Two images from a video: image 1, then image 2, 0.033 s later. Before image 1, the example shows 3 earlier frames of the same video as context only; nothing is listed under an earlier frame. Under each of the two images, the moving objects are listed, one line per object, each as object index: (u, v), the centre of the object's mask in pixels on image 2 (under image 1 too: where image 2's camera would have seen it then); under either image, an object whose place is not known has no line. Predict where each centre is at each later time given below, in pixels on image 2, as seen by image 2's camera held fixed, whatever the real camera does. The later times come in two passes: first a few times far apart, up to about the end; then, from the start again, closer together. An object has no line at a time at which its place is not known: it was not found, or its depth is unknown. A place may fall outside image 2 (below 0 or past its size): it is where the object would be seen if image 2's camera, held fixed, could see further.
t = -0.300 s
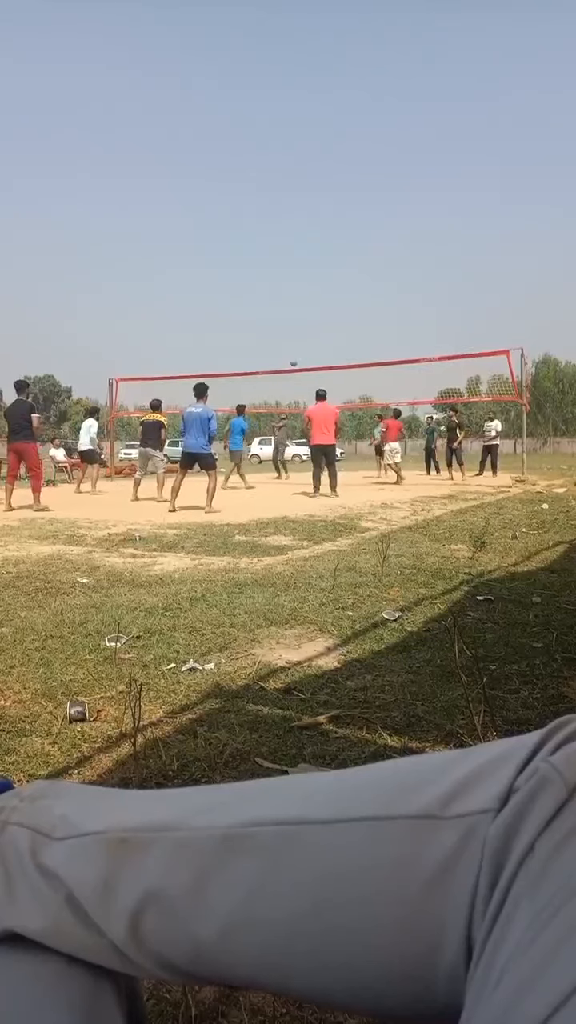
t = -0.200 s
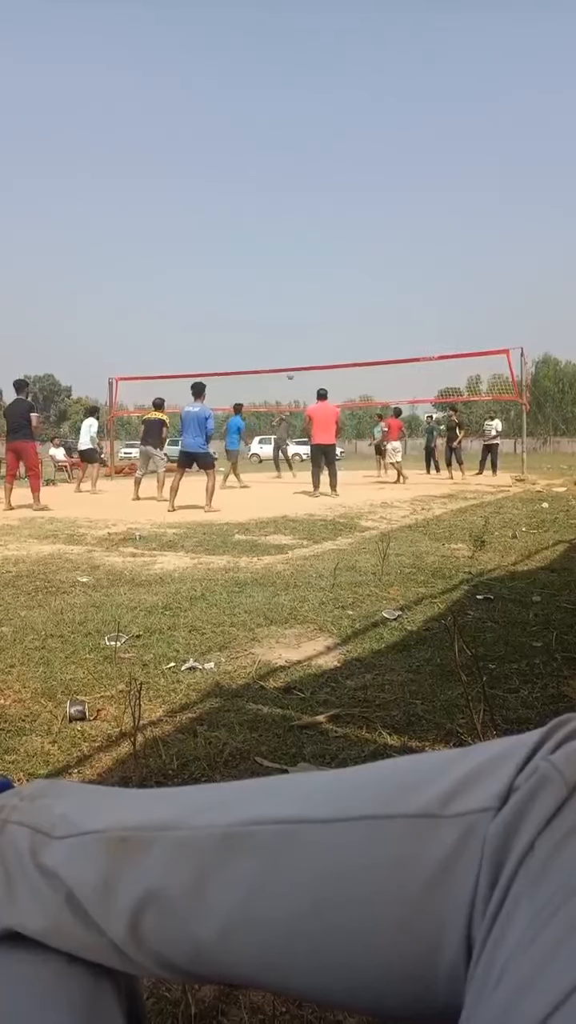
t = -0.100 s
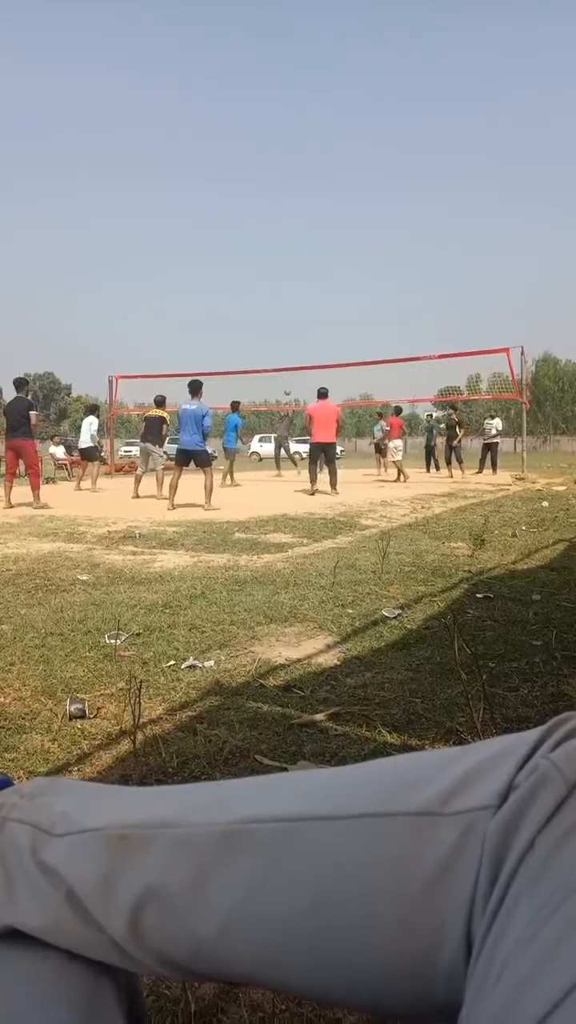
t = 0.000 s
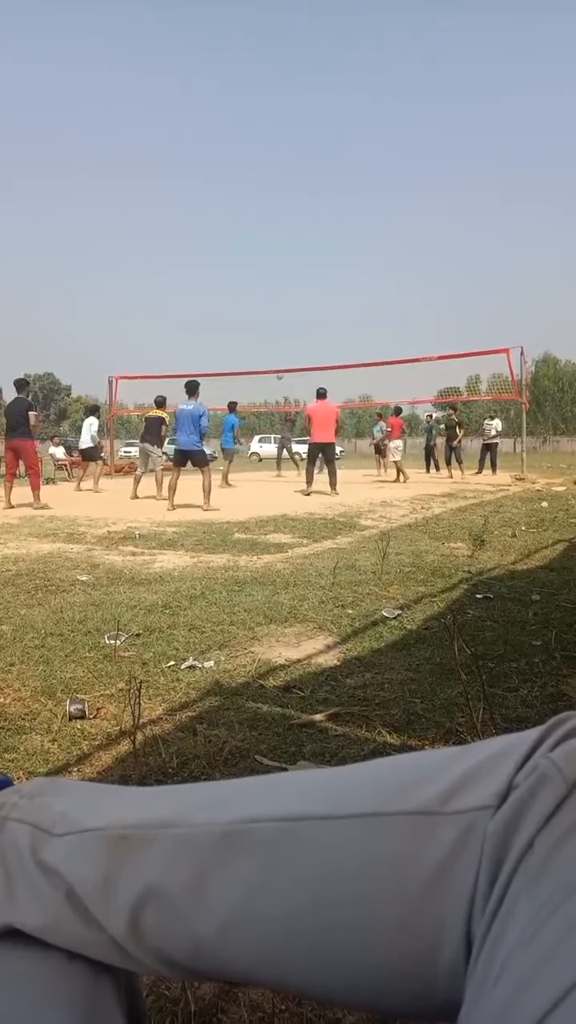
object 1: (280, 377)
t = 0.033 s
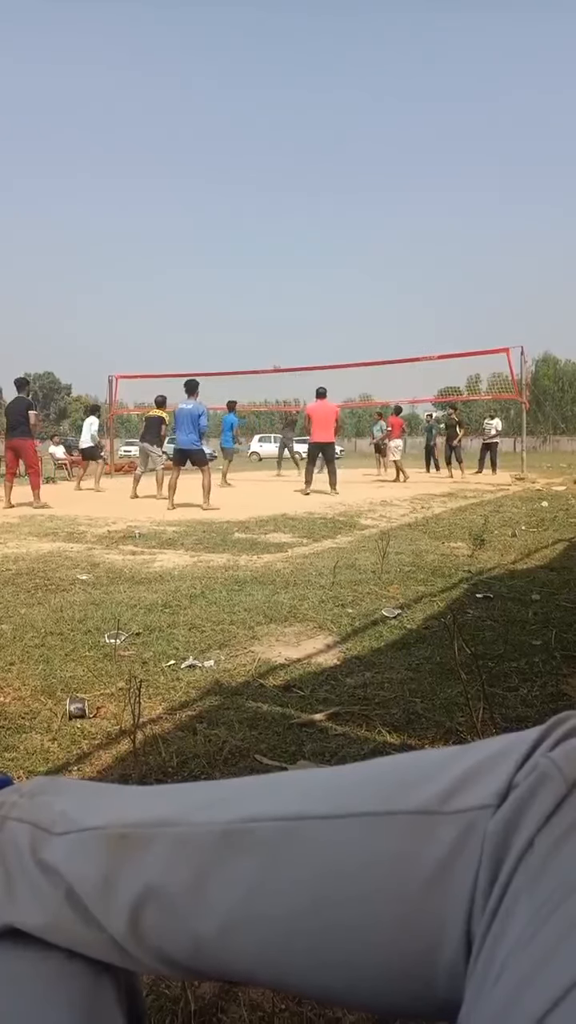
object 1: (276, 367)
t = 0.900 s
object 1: (163, 292)
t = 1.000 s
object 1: (143, 310)
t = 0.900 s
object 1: (163, 292)
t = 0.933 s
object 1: (157, 297)
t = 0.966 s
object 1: (150, 303)
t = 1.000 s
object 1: (143, 310)
